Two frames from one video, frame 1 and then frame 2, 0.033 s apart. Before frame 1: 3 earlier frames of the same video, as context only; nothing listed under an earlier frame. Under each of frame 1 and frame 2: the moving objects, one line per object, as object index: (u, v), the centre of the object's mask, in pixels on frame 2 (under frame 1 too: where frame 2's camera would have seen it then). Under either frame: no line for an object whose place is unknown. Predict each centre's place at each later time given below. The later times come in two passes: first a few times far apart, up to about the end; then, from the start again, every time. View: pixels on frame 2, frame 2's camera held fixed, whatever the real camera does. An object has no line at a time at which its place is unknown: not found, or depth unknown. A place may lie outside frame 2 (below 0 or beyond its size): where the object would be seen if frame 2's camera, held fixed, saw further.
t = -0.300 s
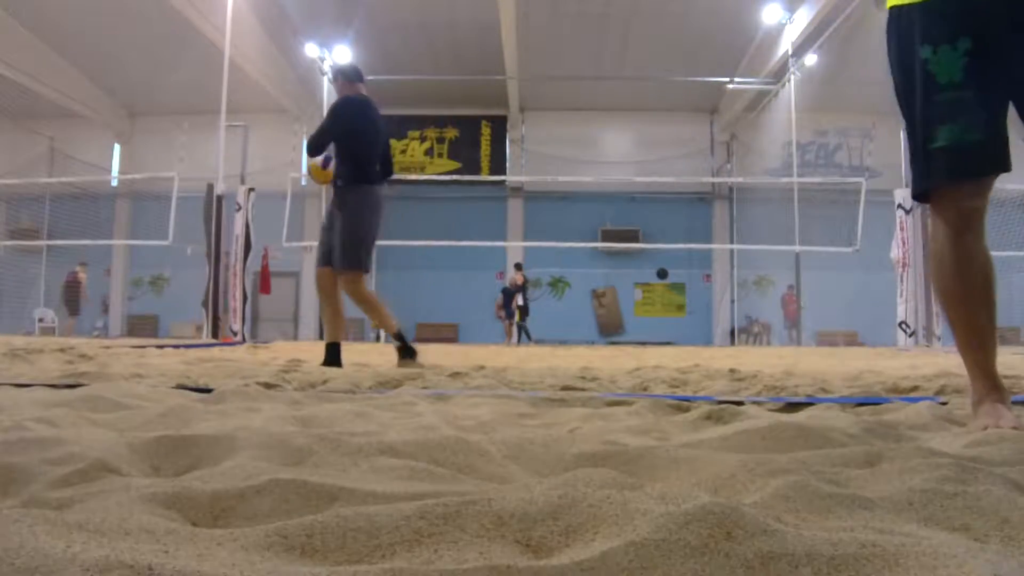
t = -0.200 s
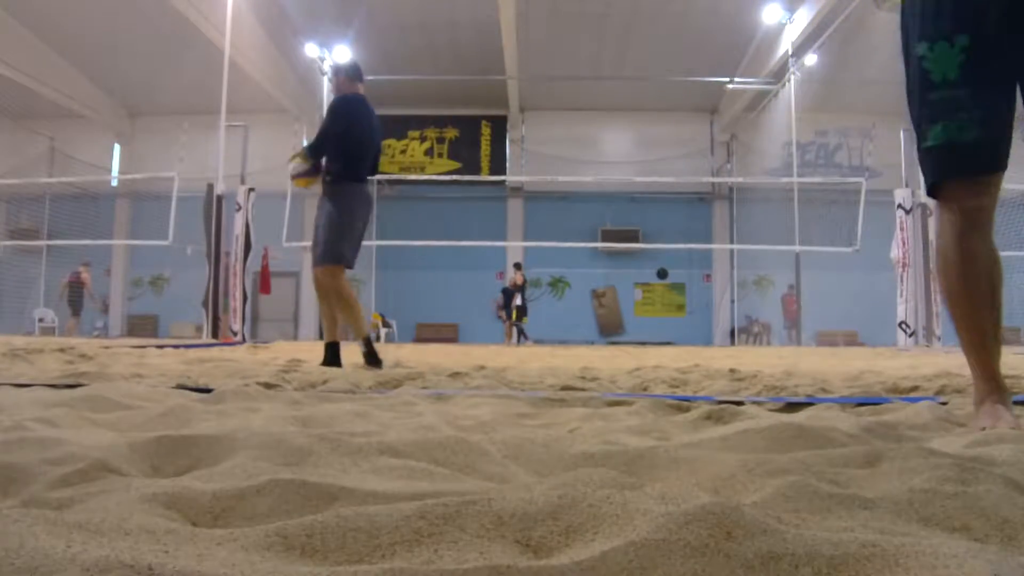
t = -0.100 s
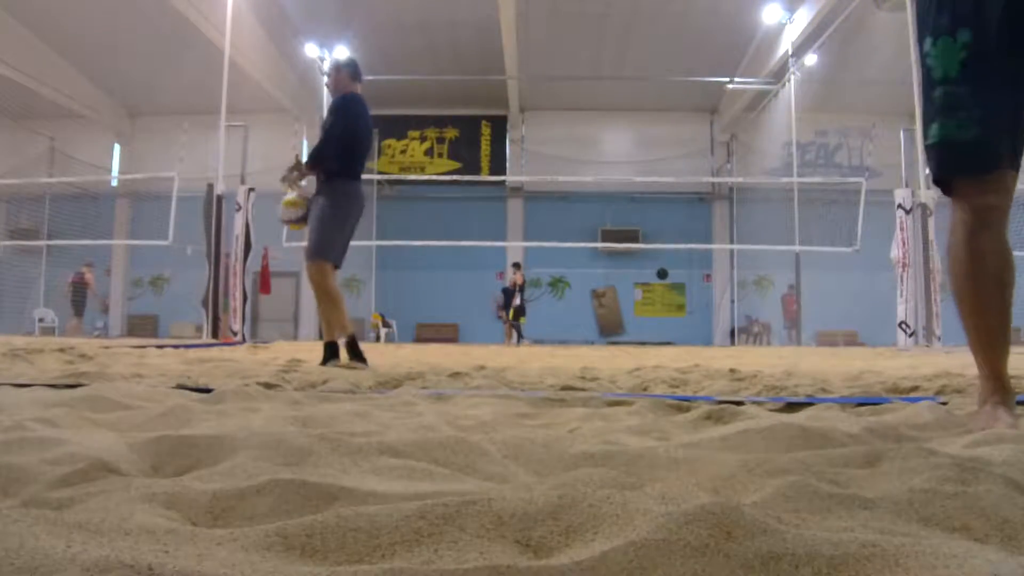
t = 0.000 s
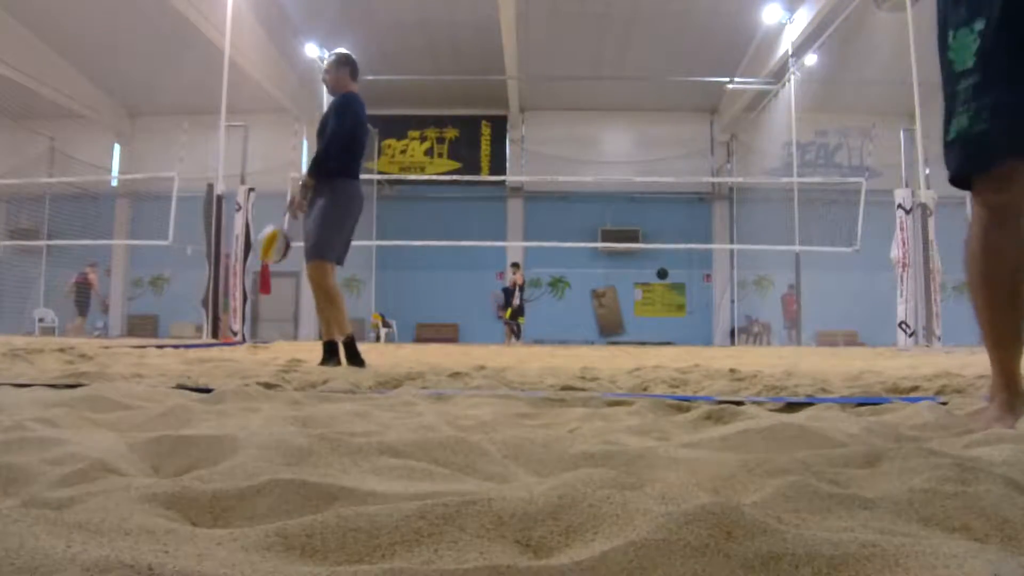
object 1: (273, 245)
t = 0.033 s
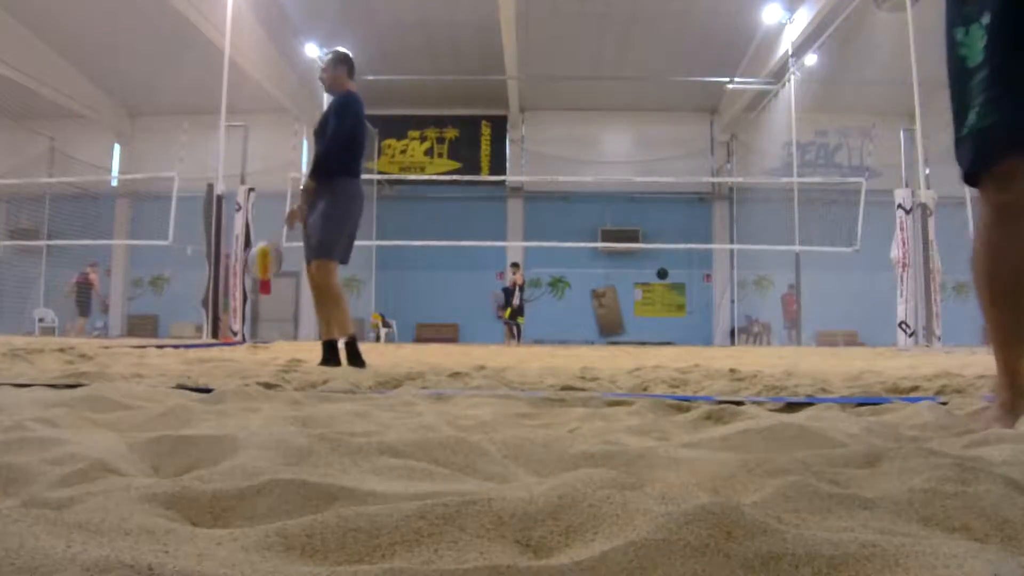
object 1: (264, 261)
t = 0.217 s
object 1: (219, 343)
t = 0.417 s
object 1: (191, 343)
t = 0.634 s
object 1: (169, 344)
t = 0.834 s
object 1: (145, 349)
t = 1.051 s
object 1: (119, 346)
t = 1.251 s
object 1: (104, 348)
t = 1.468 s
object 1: (106, 348)
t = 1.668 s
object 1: (106, 348)
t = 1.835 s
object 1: (106, 349)
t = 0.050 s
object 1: (258, 272)
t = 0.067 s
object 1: (254, 279)
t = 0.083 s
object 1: (250, 288)
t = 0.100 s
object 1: (247, 296)
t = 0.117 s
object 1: (243, 307)
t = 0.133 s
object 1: (239, 317)
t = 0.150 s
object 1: (234, 329)
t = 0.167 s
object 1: (228, 342)
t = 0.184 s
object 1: (225, 343)
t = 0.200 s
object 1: (223, 342)
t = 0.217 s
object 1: (219, 343)
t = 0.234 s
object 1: (217, 343)
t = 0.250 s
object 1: (214, 344)
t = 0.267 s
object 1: (211, 345)
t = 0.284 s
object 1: (208, 346)
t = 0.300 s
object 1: (206, 346)
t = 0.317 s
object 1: (203, 346)
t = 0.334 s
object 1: (201, 345)
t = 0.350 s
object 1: (199, 345)
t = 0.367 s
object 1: (197, 344)
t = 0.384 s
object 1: (195, 344)
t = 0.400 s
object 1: (193, 344)
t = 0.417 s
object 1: (191, 343)
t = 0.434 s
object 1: (190, 342)
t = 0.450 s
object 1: (187, 342)
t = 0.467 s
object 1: (186, 341)
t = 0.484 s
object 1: (184, 342)
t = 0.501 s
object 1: (183, 342)
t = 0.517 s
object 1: (181, 342)
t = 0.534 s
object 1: (179, 342)
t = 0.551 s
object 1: (178, 342)
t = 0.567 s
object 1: (175, 342)
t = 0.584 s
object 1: (174, 343)
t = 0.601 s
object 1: (173, 343)
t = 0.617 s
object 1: (170, 344)
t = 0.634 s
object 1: (169, 344)
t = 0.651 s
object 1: (167, 345)
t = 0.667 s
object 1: (165, 345)
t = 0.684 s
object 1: (164, 346)
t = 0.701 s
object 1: (162, 346)
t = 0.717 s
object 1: (160, 346)
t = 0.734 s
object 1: (158, 346)
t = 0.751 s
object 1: (156, 347)
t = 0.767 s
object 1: (155, 347)
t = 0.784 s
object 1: (153, 348)
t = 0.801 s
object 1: (150, 349)
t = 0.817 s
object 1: (148, 349)
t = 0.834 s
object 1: (145, 349)
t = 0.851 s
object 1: (142, 349)
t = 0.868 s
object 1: (140, 350)
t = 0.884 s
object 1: (137, 349)
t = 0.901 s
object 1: (135, 349)
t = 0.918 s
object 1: (134, 348)
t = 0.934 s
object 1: (132, 348)
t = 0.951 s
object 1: (130, 348)
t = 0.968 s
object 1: (128, 347)
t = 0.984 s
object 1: (126, 347)
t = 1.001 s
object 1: (124, 347)
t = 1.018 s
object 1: (123, 346)
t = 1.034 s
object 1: (121, 346)
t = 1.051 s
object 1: (119, 346)
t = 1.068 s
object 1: (117, 346)
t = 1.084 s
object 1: (116, 347)
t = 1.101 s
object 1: (114, 347)
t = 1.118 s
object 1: (113, 347)
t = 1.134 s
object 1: (112, 347)
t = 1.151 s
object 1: (110, 348)
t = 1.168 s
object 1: (109, 348)
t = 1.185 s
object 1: (107, 348)
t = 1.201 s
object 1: (106, 348)
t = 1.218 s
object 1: (105, 348)
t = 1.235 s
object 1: (105, 348)
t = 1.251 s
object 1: (104, 348)
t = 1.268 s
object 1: (103, 348)
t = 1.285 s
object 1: (103, 348)
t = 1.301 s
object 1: (103, 348)
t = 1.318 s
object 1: (103, 347)
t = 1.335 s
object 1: (103, 347)
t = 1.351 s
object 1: (103, 347)
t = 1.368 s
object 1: (103, 347)
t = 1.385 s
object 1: (104, 347)
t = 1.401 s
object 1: (104, 347)
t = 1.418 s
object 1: (104, 347)
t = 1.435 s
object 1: (104, 347)
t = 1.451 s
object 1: (105, 348)
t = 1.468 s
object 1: (106, 348)
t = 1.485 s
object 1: (106, 348)
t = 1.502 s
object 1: (106, 348)
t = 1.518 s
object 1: (107, 348)
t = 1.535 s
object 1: (107, 348)
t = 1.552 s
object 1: (107, 349)
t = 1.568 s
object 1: (107, 349)
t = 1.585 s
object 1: (107, 349)
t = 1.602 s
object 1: (106, 349)
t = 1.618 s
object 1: (106, 349)
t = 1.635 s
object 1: (106, 348)
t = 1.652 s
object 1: (106, 349)
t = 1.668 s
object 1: (106, 348)
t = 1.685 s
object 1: (106, 348)
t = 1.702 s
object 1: (106, 348)
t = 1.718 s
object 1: (106, 348)
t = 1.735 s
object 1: (106, 348)
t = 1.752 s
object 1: (106, 348)
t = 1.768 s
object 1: (106, 348)
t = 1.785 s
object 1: (106, 348)
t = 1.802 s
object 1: (106, 348)
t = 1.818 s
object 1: (106, 349)
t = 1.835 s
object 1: (106, 349)
